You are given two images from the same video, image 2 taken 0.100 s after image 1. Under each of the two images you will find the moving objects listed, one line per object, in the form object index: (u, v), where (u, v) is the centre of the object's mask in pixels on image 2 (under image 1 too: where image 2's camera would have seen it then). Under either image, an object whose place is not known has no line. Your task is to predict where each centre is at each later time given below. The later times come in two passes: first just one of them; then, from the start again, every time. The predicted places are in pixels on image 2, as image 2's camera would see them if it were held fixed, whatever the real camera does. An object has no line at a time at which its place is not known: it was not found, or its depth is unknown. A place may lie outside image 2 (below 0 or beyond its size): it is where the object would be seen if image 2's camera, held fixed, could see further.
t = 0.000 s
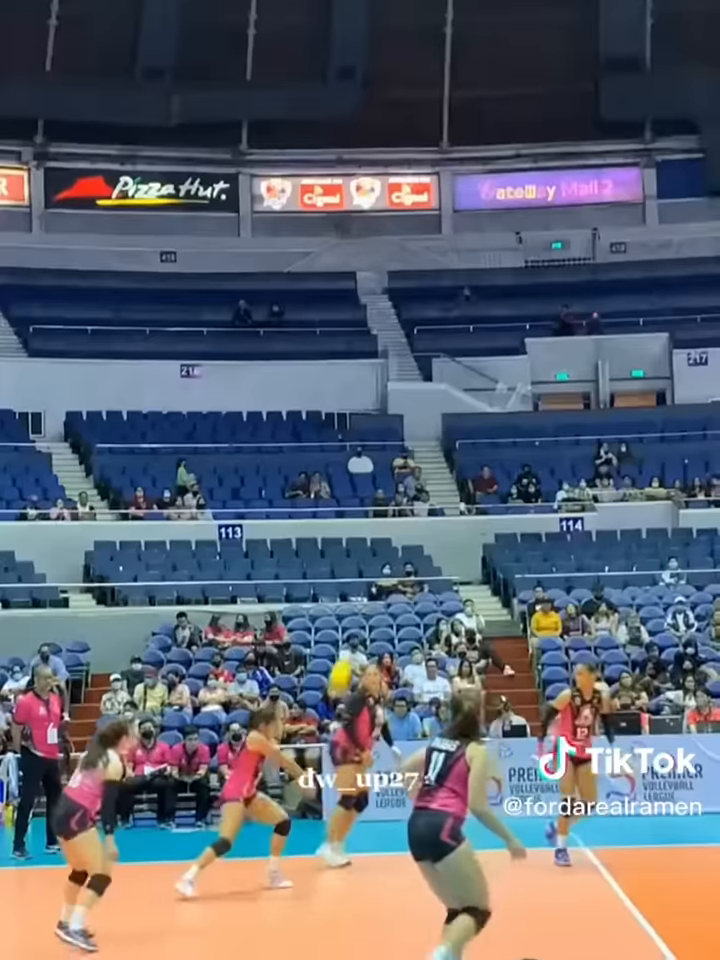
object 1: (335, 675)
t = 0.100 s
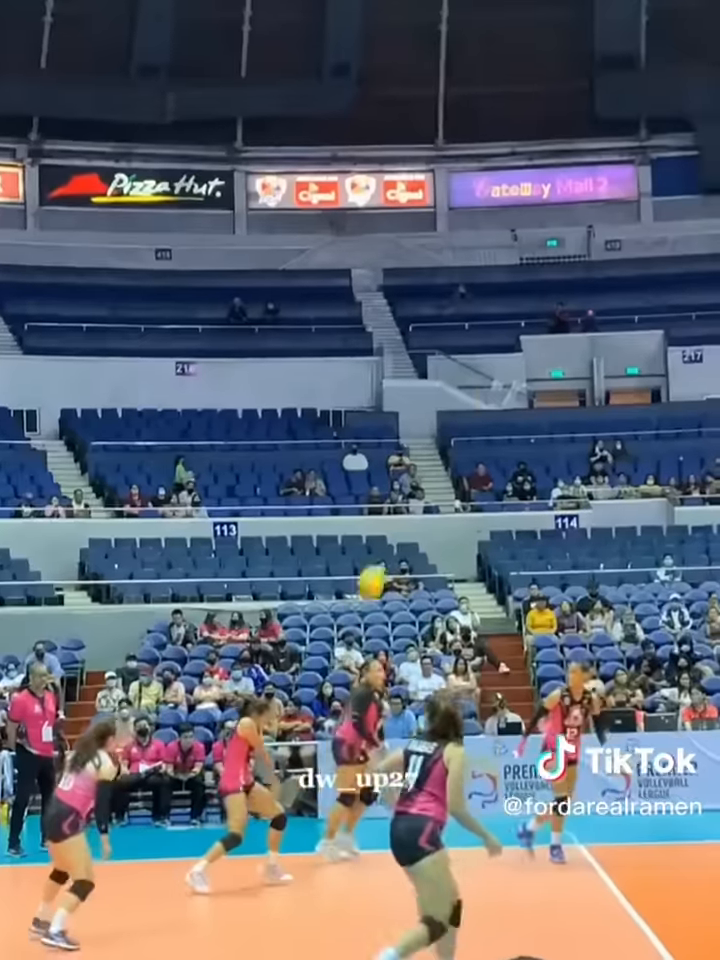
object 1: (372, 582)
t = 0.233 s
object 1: (417, 481)
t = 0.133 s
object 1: (383, 556)
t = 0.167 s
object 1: (394, 530)
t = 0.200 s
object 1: (407, 502)
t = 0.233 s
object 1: (417, 481)
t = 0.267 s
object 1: (430, 456)
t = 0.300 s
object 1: (442, 435)
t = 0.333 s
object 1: (453, 416)
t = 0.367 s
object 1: (464, 397)
